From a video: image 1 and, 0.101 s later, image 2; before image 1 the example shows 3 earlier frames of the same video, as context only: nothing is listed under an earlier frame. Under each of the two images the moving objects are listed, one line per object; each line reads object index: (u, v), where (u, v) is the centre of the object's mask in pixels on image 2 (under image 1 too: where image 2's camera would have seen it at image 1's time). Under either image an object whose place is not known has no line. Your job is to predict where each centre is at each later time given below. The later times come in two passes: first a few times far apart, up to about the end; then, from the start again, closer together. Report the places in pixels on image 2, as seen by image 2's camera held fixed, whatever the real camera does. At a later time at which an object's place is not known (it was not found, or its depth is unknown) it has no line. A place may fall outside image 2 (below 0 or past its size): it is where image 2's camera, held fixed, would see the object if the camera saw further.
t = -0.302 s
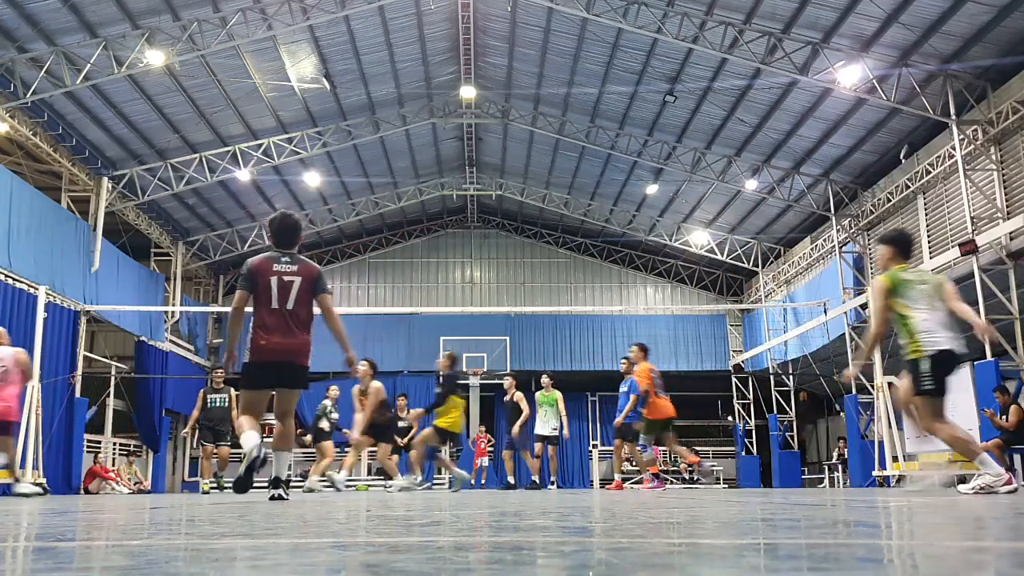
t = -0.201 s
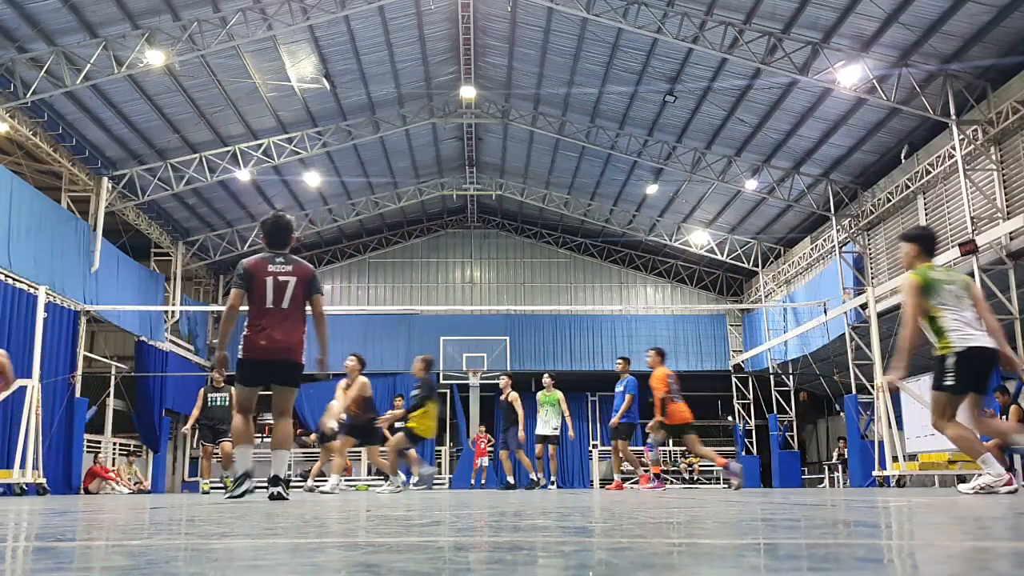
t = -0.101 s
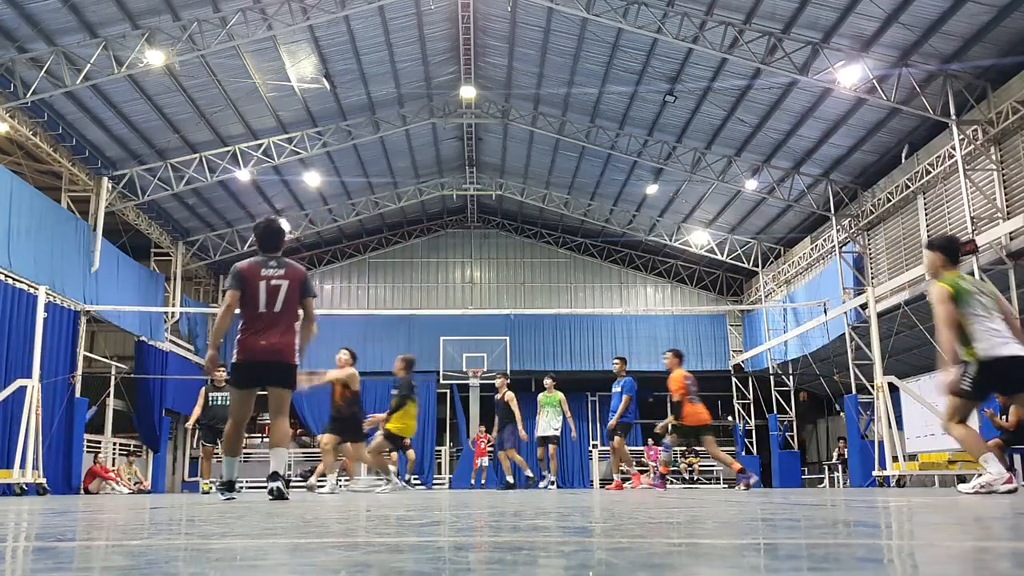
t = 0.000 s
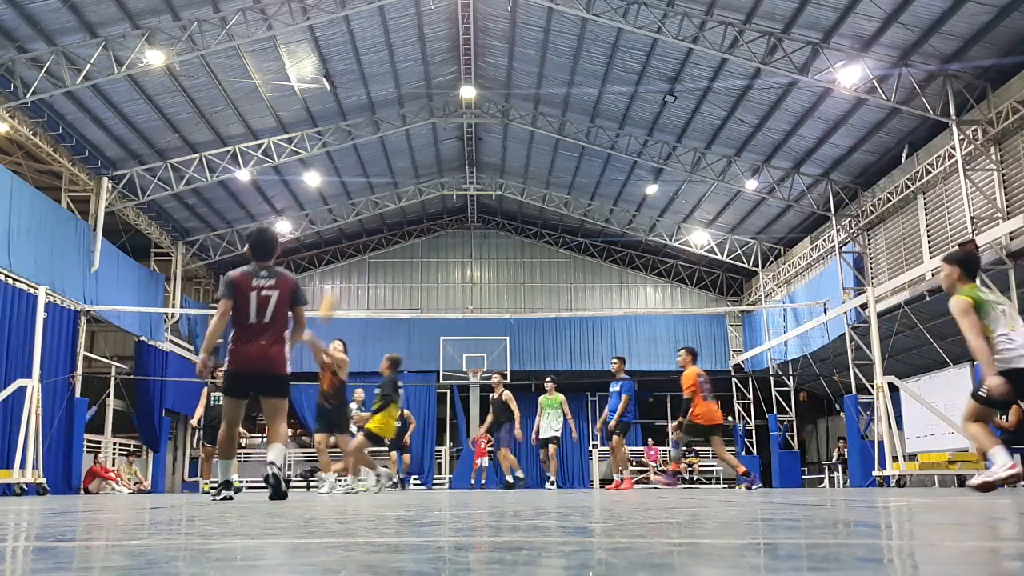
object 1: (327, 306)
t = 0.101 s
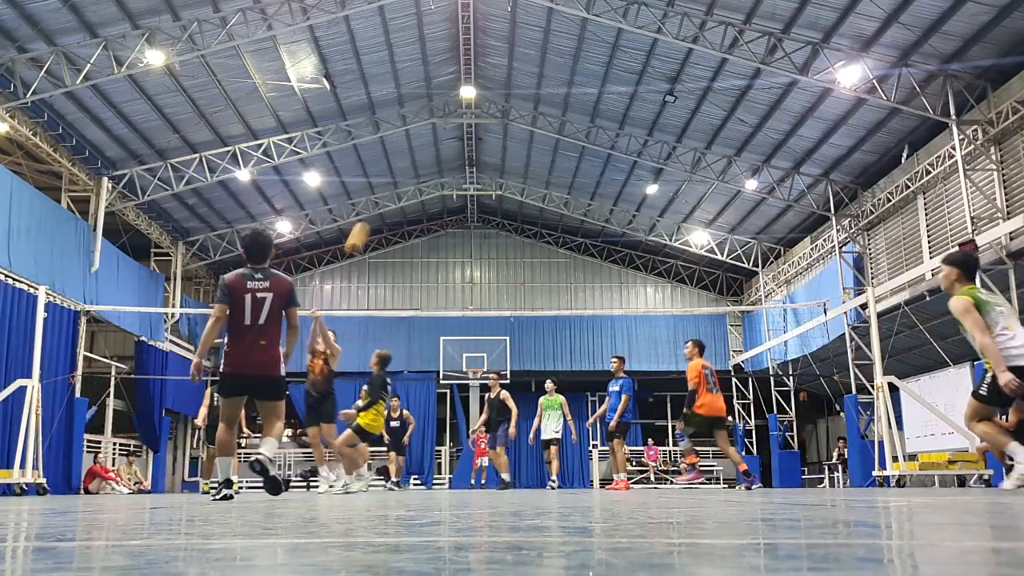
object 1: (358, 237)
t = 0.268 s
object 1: (404, 148)
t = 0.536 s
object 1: (473, 62)
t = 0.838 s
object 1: (549, 35)
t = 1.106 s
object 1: (614, 67)
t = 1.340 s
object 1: (670, 138)
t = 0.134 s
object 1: (367, 219)
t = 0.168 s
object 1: (375, 199)
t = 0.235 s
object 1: (394, 165)
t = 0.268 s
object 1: (404, 148)
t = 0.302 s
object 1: (412, 136)
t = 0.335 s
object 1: (421, 121)
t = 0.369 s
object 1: (431, 109)
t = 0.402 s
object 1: (439, 98)
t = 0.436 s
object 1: (448, 88)
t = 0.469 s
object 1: (456, 79)
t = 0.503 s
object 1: (464, 69)
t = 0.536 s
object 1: (473, 62)
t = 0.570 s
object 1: (482, 56)
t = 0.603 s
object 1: (490, 50)
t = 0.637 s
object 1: (499, 45)
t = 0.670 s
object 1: (507, 42)
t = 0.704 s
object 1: (515, 37)
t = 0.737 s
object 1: (524, 36)
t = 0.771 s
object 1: (533, 35)
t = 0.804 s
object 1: (541, 34)
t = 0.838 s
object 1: (549, 35)
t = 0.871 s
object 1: (557, 36)
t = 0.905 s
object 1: (565, 37)
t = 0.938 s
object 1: (573, 41)
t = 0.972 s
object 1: (581, 44)
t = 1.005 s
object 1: (589, 48)
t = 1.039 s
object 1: (598, 54)
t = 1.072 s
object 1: (605, 60)
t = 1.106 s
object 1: (614, 67)
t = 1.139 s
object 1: (621, 74)
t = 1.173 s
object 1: (630, 84)
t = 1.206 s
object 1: (637, 92)
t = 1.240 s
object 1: (645, 103)
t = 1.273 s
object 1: (654, 114)
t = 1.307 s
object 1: (662, 125)
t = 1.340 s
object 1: (670, 138)
